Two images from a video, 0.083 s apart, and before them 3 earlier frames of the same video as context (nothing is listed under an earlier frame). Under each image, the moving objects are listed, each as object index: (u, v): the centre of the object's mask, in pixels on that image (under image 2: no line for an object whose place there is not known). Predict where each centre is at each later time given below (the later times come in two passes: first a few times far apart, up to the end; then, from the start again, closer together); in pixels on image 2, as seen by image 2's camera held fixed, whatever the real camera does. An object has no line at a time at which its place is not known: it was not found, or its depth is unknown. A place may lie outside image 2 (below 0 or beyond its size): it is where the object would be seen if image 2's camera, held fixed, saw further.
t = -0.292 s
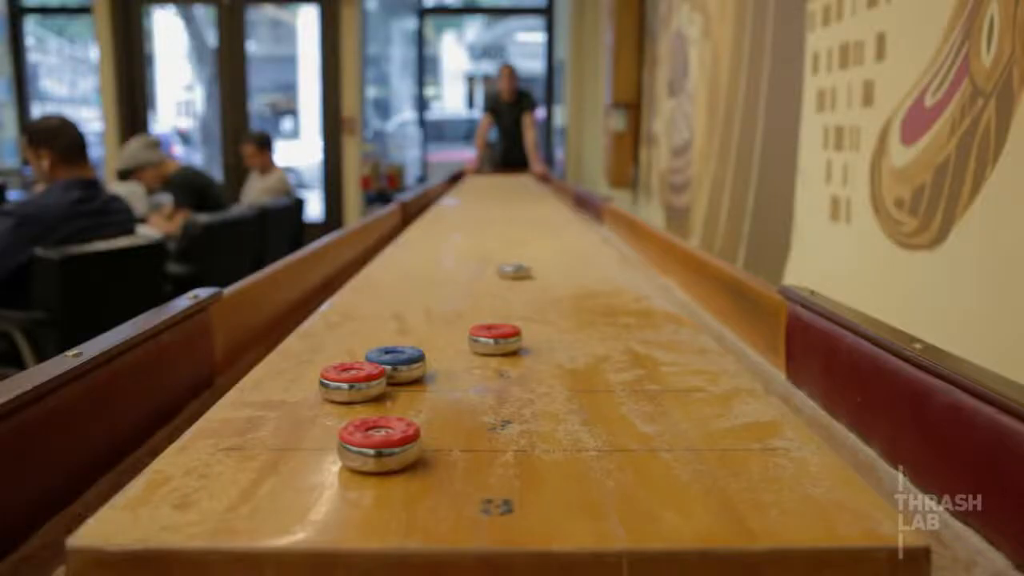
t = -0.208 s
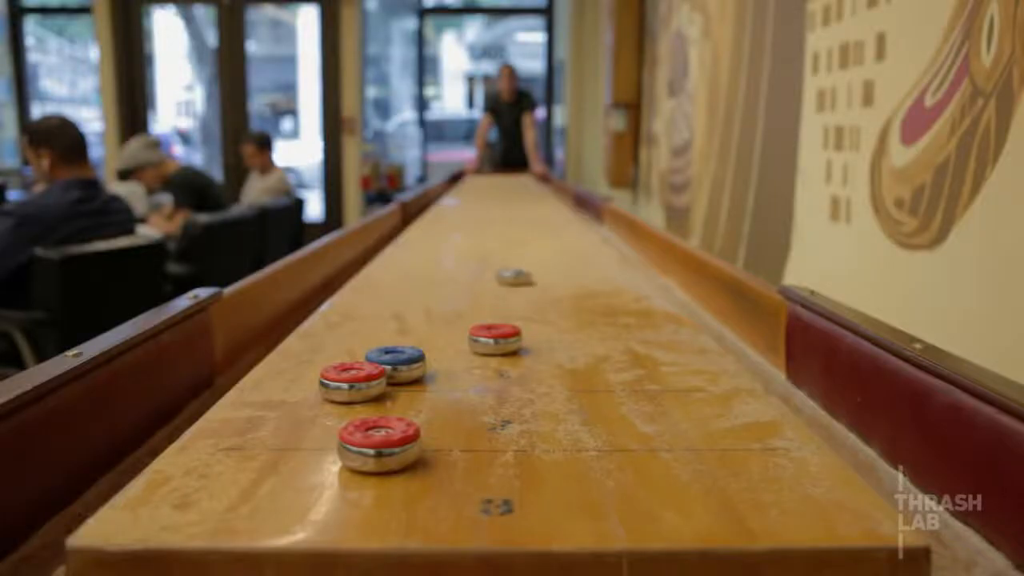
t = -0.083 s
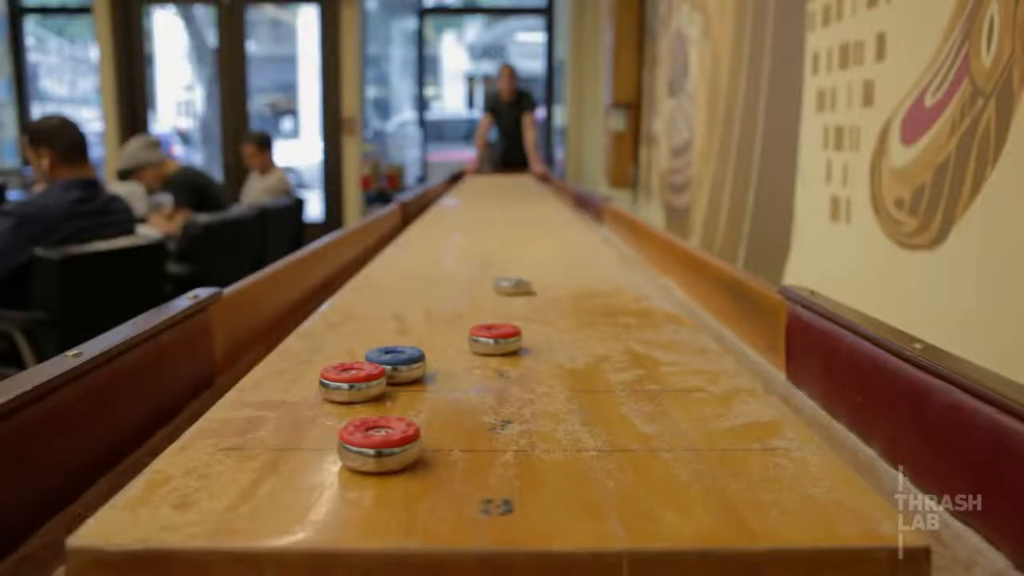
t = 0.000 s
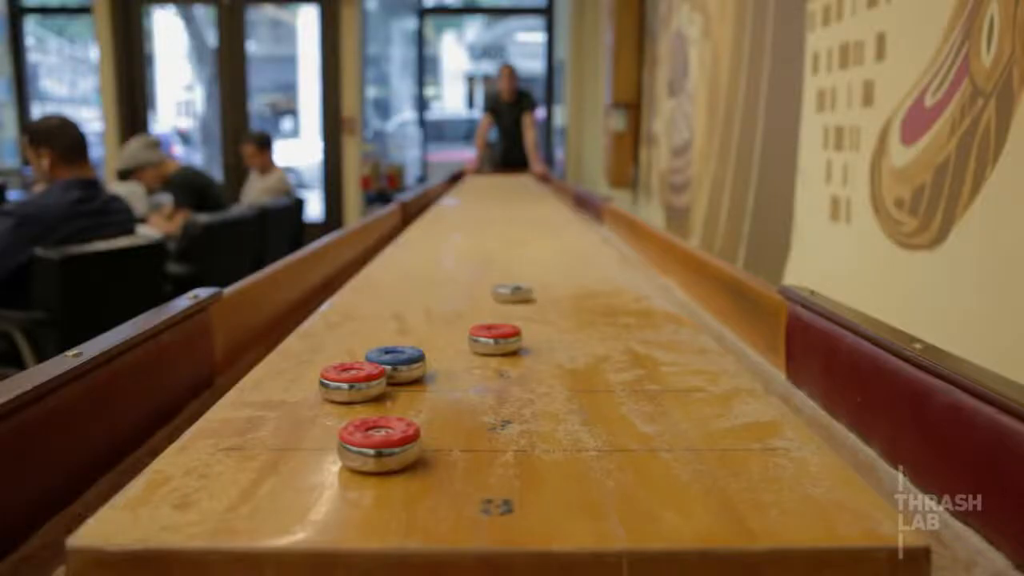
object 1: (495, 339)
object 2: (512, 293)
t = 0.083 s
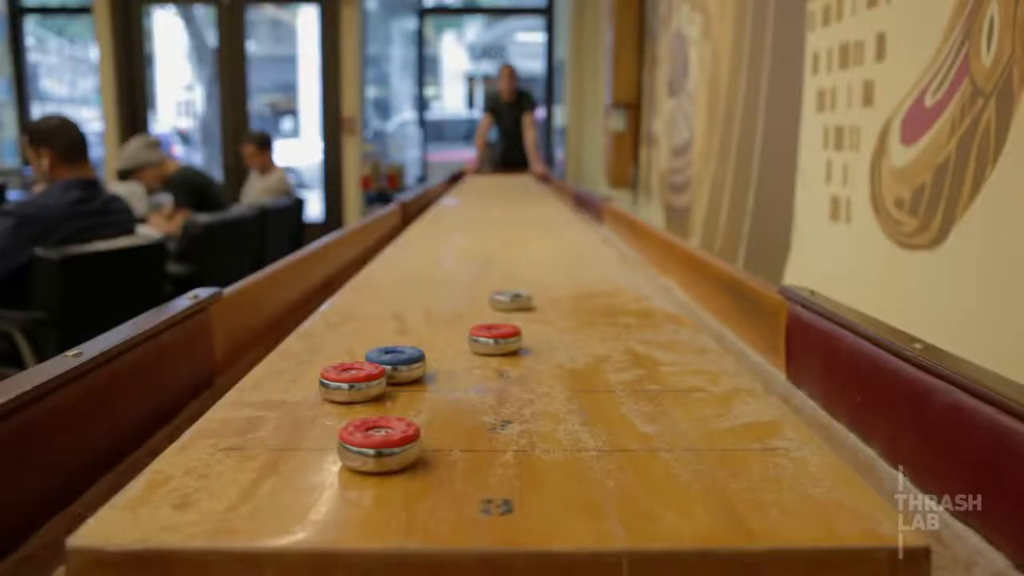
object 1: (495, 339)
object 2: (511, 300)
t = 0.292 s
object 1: (494, 339)
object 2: (508, 318)
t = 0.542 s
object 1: (476, 365)
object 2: (508, 329)
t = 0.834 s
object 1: (442, 419)
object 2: (509, 330)
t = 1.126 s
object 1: (492, 441)
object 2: (509, 330)
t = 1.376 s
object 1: (533, 458)
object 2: (509, 330)
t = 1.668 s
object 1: (564, 475)
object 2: (509, 330)
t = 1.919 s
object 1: (577, 485)
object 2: (509, 330)
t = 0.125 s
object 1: (495, 339)
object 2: (510, 304)
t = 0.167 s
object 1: (495, 338)
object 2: (509, 308)
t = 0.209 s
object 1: (495, 338)
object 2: (508, 312)
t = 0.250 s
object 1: (494, 338)
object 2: (508, 315)
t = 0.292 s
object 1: (494, 339)
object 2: (508, 318)
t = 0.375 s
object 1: (494, 341)
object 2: (509, 324)
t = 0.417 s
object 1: (489, 346)
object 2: (509, 326)
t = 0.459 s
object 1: (484, 352)
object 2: (509, 327)
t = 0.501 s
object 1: (480, 359)
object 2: (508, 329)
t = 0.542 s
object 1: (476, 365)
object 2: (508, 329)
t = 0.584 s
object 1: (470, 372)
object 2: (509, 329)
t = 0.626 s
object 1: (466, 379)
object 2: (509, 329)
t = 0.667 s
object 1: (461, 386)
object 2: (509, 329)
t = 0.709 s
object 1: (455, 394)
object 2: (509, 330)
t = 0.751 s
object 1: (450, 403)
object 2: (509, 330)
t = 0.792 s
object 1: (445, 411)
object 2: (509, 330)
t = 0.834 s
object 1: (442, 419)
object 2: (509, 330)
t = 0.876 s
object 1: (444, 424)
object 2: (509, 330)
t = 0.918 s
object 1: (452, 427)
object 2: (509, 330)
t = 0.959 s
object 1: (460, 430)
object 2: (509, 330)
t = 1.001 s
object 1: (468, 432)
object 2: (509, 330)
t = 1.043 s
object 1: (476, 435)
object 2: (509, 330)
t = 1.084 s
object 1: (484, 438)
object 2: (509, 330)
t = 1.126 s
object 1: (492, 441)
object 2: (509, 330)
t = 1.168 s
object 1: (500, 444)
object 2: (509, 330)
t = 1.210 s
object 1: (508, 447)
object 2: (509, 330)
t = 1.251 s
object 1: (515, 450)
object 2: (509, 330)
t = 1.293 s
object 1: (522, 452)
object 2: (509, 330)
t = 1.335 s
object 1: (528, 455)
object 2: (509, 330)
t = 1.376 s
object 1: (533, 458)
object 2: (509, 330)
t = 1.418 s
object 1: (538, 461)
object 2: (509, 330)
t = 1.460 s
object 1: (543, 463)
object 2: (509, 330)
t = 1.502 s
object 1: (548, 465)
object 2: (509, 330)
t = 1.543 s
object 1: (552, 468)
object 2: (509, 330)
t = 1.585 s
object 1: (556, 470)
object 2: (509, 330)
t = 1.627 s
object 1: (560, 473)
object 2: (509, 330)
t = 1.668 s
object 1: (564, 475)
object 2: (509, 330)
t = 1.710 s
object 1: (567, 477)
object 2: (509, 330)
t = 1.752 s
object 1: (570, 479)
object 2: (509, 330)
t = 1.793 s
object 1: (572, 481)
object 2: (509, 330)
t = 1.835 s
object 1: (574, 483)
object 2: (509, 330)
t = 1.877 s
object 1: (576, 484)
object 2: (509, 330)
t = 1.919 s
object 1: (577, 485)
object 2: (509, 330)
